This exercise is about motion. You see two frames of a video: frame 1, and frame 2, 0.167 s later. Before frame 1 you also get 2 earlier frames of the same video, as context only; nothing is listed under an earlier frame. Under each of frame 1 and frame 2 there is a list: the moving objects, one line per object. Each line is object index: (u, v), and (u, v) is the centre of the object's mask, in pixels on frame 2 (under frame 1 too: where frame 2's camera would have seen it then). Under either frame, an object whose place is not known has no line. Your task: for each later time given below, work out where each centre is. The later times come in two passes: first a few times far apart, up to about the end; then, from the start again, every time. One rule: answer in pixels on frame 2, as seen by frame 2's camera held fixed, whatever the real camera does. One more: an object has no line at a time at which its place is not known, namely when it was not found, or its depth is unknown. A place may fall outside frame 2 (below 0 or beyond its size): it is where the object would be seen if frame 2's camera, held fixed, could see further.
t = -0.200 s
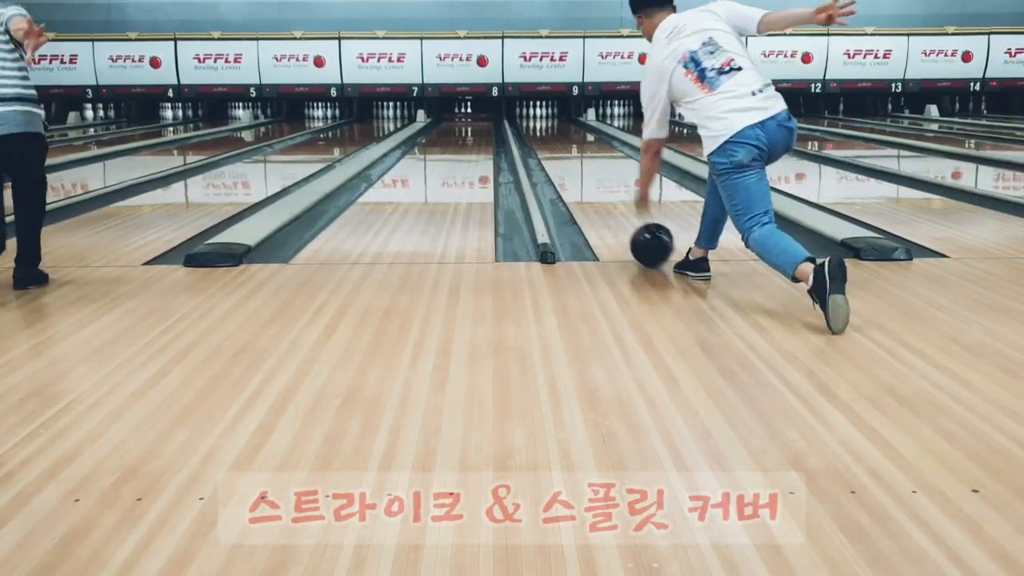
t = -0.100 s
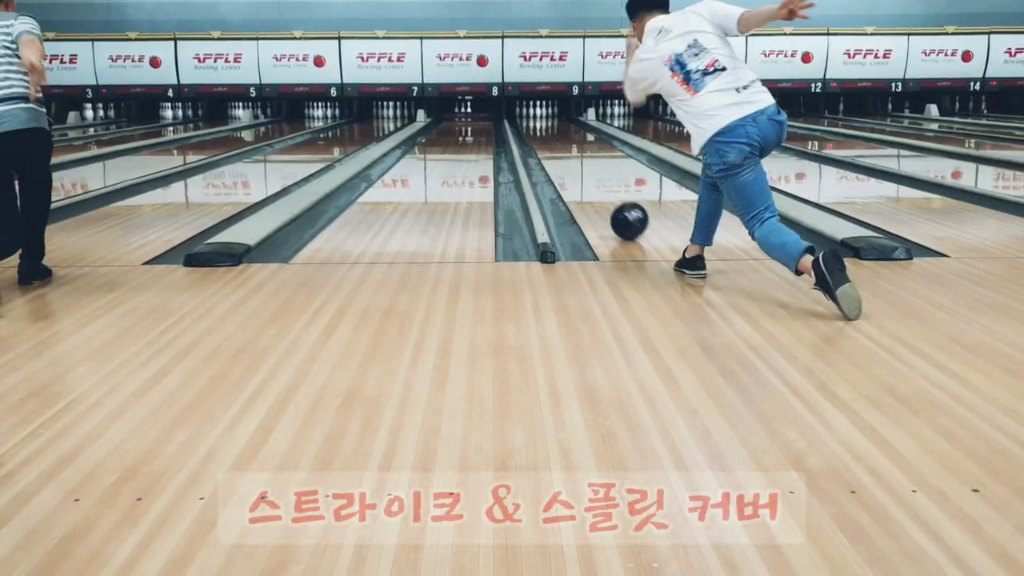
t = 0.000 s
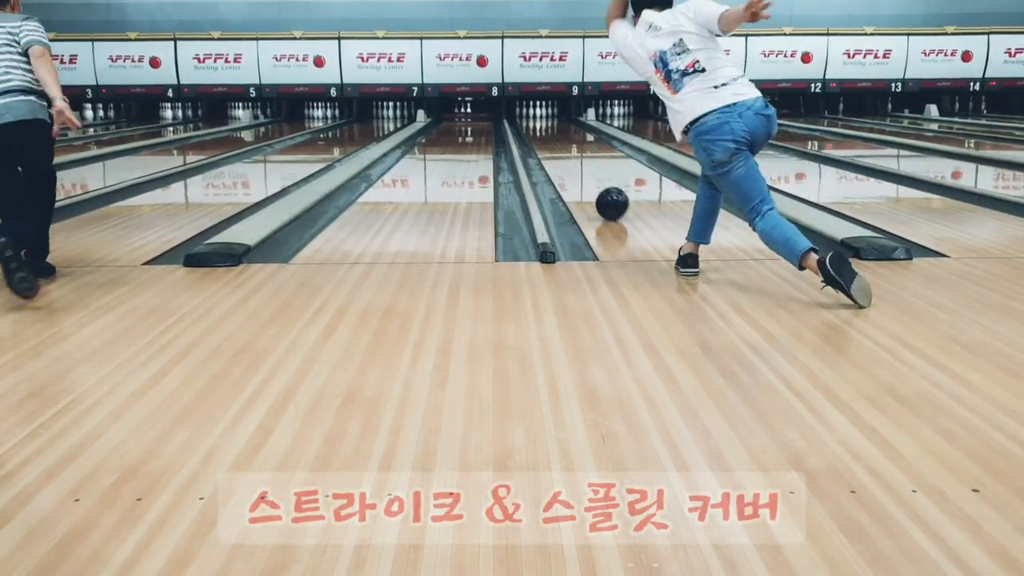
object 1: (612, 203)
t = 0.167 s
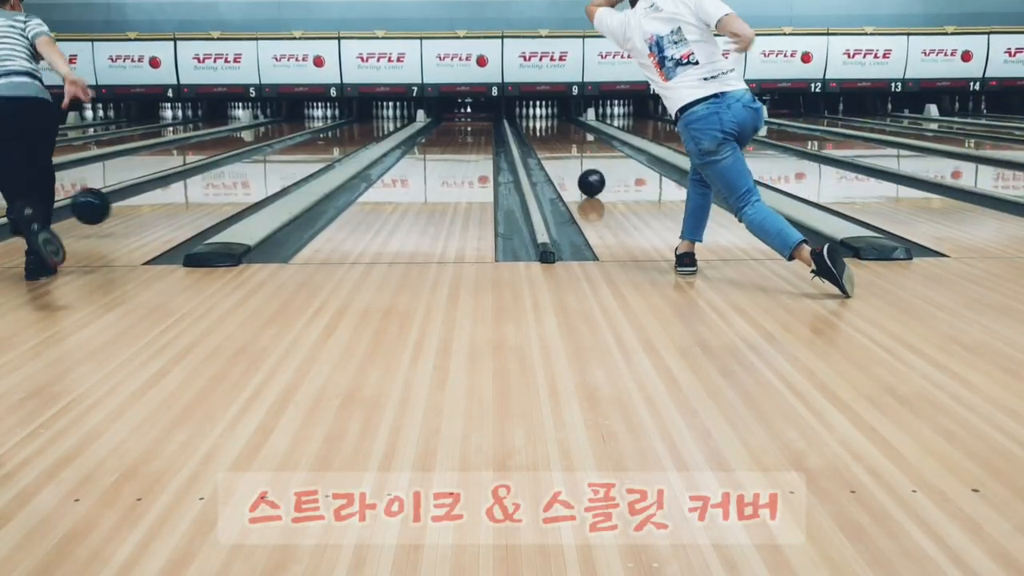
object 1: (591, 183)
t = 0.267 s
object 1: (582, 173)
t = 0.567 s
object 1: (563, 154)
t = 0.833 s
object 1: (552, 142)
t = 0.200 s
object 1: (588, 179)
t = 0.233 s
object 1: (585, 176)
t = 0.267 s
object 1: (582, 173)
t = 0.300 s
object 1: (579, 171)
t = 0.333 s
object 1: (577, 168)
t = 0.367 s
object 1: (575, 166)
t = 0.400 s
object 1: (572, 164)
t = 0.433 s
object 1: (570, 161)
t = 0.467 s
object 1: (568, 159)
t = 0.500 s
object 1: (566, 157)
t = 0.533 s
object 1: (565, 156)
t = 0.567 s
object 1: (563, 154)
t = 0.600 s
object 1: (561, 152)
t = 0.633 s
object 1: (560, 150)
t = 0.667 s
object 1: (558, 149)
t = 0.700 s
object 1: (557, 147)
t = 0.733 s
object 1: (556, 145)
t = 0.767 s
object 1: (554, 144)
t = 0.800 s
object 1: (553, 142)
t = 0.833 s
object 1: (552, 142)
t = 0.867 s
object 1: (551, 141)
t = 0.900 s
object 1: (550, 139)
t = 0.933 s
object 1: (548, 137)
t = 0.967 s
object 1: (548, 136)
